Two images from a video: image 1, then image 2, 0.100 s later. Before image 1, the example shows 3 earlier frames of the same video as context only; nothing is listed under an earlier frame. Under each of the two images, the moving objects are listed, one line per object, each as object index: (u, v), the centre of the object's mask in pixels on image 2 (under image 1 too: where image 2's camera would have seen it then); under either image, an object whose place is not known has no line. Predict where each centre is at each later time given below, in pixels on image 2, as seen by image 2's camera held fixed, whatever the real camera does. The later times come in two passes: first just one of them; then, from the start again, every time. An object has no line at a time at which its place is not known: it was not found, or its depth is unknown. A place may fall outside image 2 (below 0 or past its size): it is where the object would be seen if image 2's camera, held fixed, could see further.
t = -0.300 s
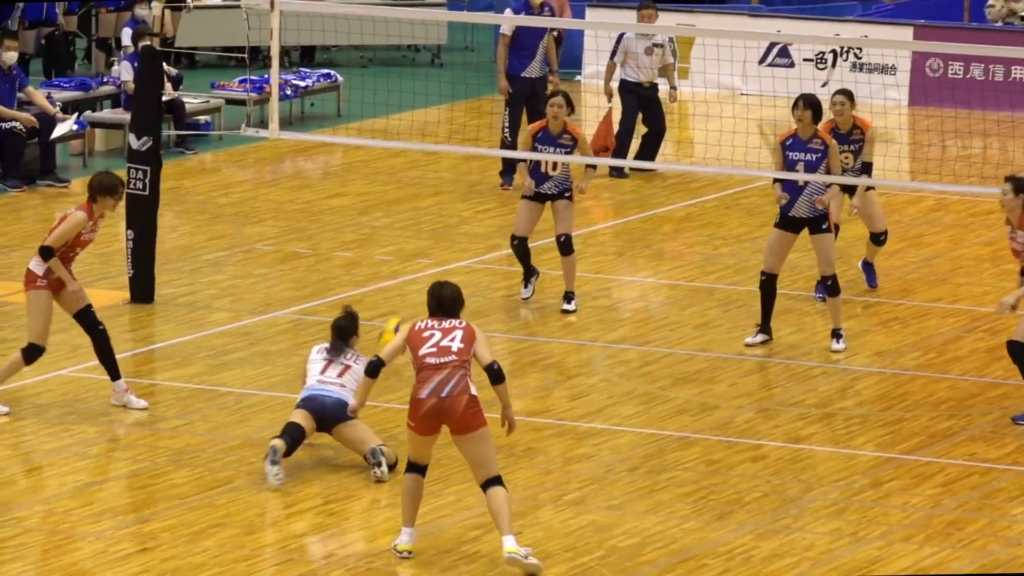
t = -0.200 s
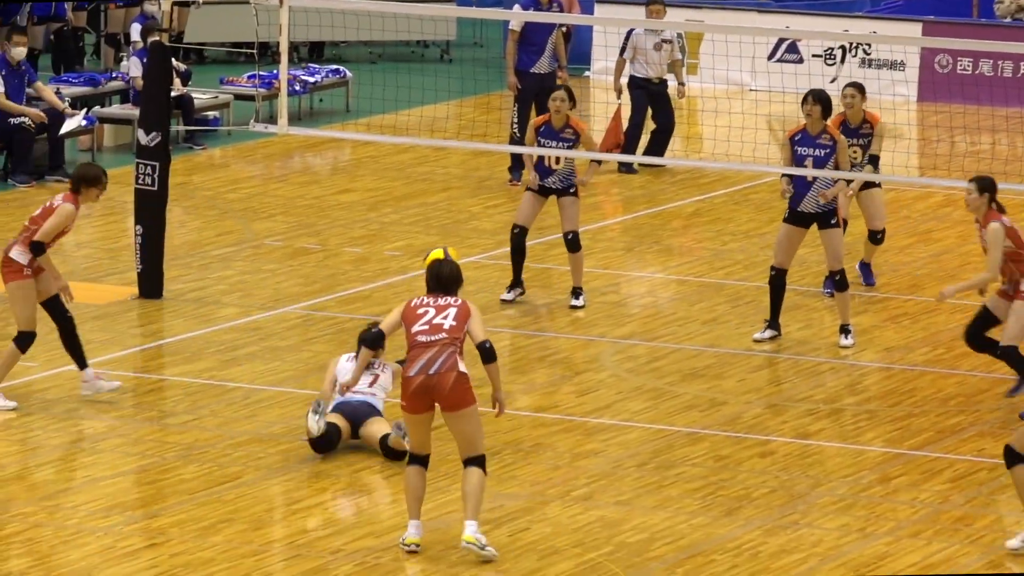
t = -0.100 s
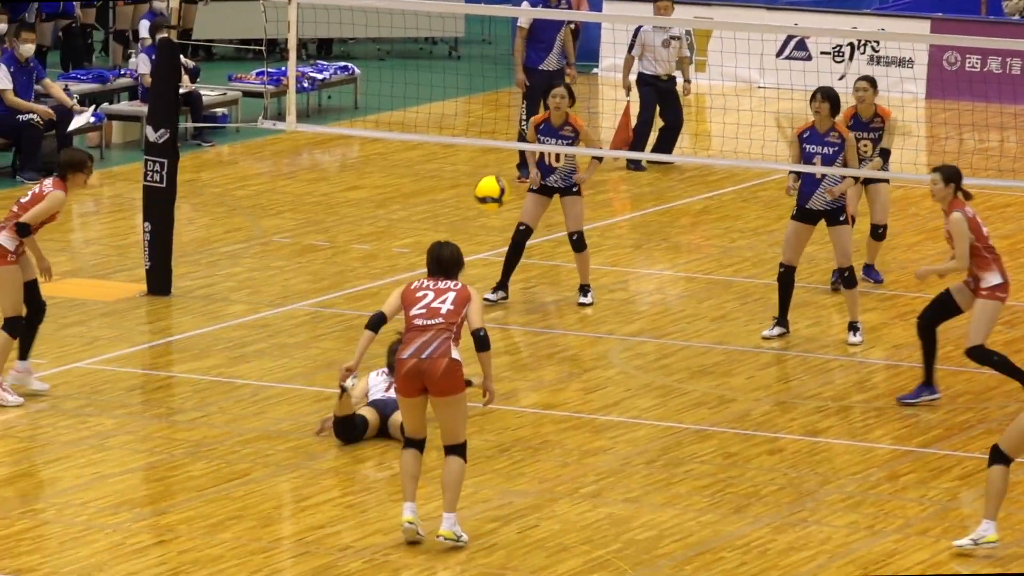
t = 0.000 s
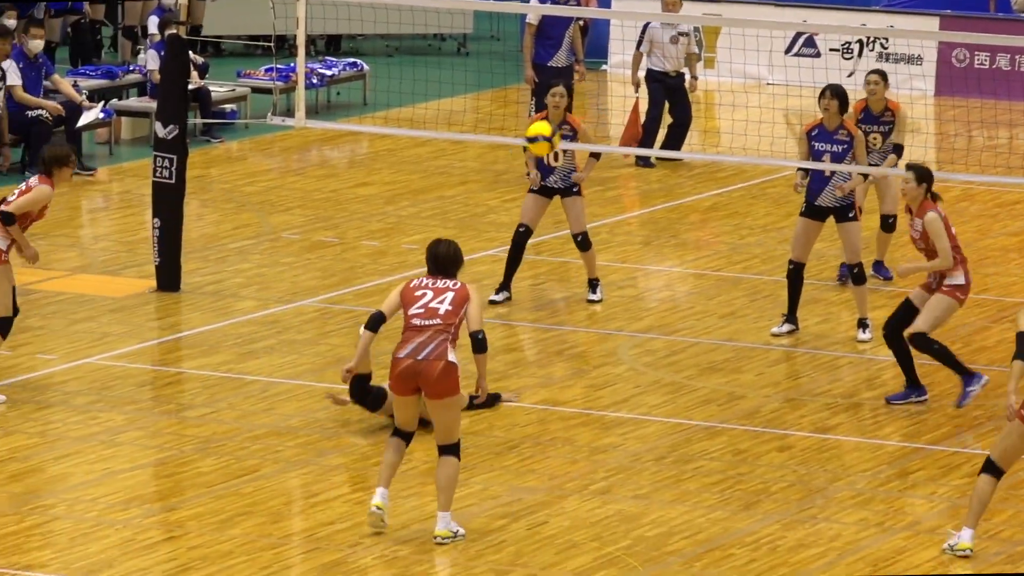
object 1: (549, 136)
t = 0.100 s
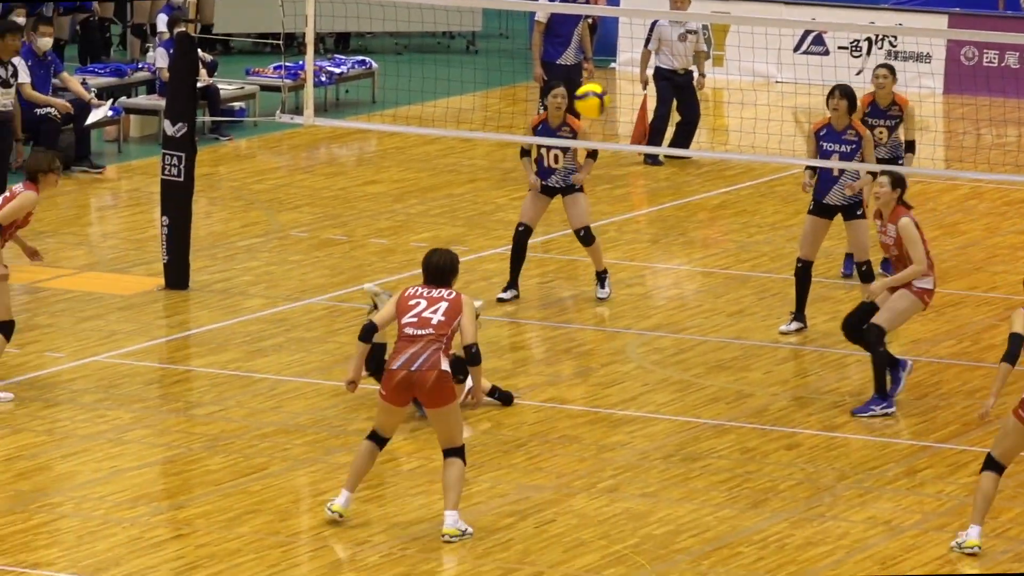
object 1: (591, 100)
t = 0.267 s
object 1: (659, 77)
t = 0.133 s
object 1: (605, 92)
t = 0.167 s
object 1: (619, 86)
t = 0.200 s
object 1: (633, 81)
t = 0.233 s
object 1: (646, 78)
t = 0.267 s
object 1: (659, 77)
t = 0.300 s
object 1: (672, 78)
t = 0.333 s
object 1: (687, 80)
